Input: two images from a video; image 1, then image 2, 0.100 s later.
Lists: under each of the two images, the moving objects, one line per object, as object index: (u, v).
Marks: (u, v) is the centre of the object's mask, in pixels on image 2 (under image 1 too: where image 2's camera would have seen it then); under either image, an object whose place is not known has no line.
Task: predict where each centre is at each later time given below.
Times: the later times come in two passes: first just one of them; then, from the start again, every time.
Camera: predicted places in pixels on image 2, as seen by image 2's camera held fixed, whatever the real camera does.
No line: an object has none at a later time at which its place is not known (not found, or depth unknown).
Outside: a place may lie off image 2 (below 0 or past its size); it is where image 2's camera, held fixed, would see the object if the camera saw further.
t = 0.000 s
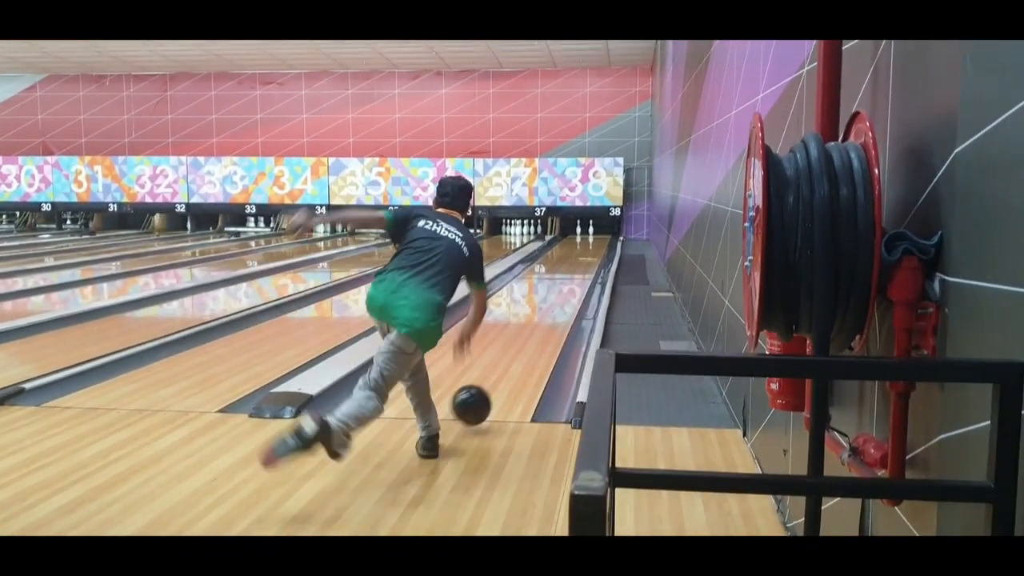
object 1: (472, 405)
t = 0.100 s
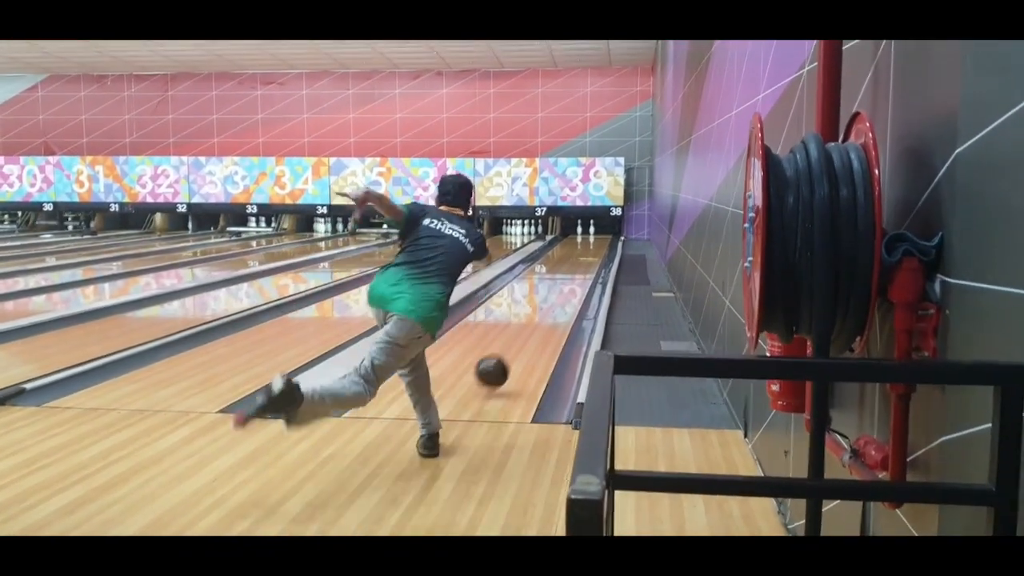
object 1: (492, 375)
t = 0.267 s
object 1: (514, 343)
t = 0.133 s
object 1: (497, 362)
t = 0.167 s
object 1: (501, 355)
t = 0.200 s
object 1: (506, 350)
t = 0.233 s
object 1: (510, 347)
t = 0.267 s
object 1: (514, 343)
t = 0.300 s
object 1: (518, 338)
